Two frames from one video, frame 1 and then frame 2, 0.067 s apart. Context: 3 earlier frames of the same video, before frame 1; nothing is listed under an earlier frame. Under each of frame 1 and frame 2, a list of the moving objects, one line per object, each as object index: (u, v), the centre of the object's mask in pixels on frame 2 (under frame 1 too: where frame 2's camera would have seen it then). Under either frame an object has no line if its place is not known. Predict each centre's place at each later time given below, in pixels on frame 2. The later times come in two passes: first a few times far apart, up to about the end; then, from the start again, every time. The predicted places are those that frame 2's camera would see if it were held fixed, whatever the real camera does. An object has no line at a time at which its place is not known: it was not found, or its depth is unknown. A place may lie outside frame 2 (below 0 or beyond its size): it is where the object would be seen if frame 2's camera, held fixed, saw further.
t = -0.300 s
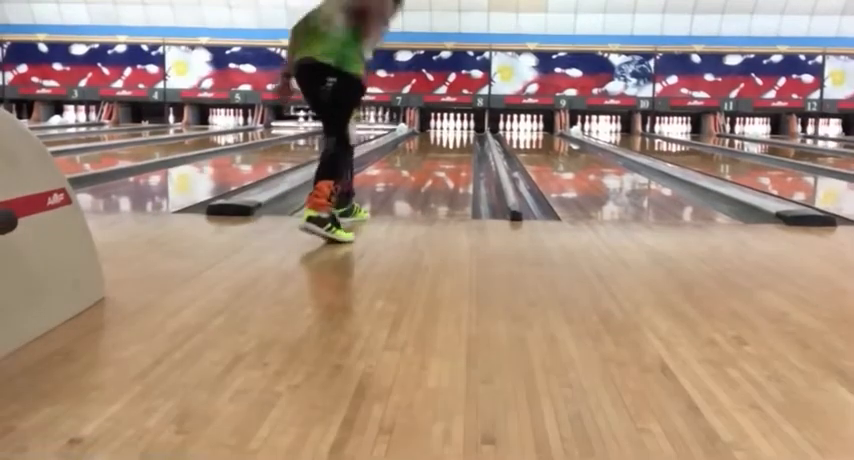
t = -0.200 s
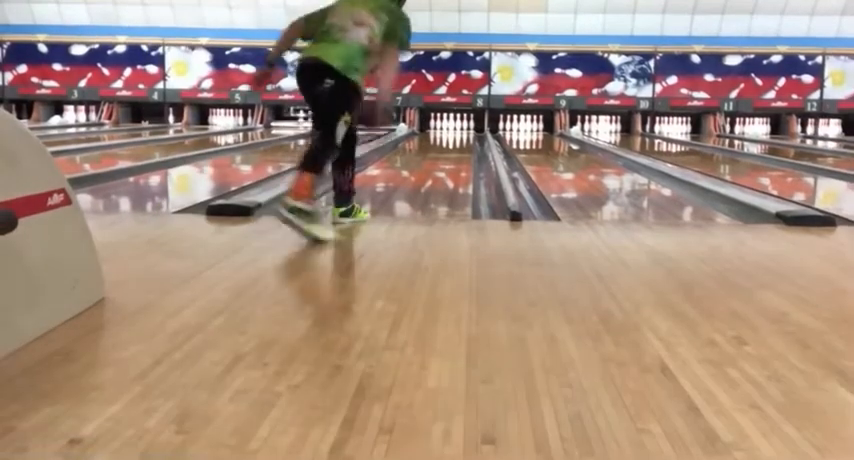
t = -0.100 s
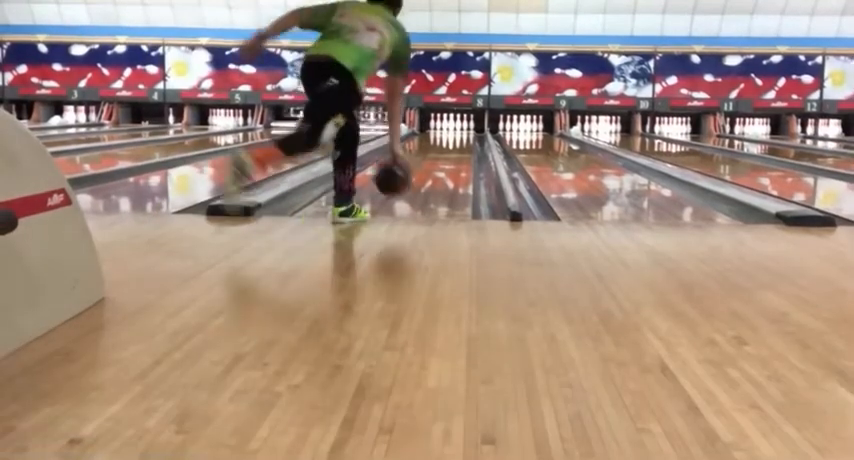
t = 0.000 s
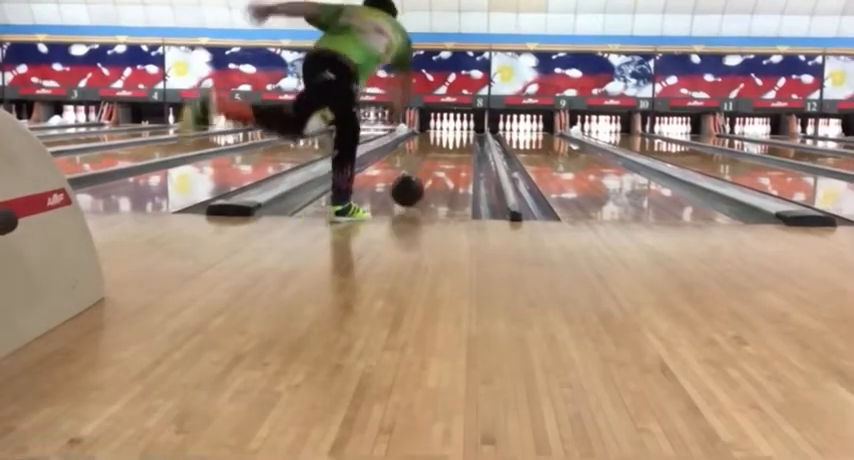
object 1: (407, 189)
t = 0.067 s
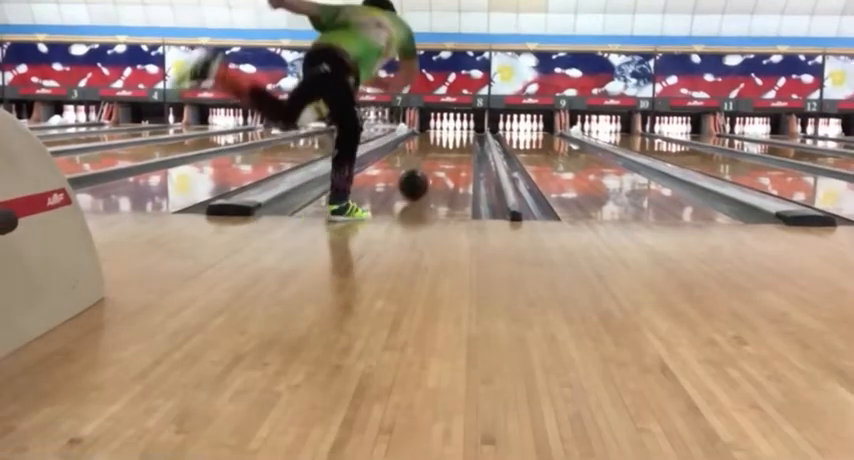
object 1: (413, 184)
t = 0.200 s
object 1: (424, 175)
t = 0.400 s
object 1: (435, 164)
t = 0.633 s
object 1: (444, 155)
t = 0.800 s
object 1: (448, 149)
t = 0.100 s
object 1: (416, 183)
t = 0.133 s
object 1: (419, 180)
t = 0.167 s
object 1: (421, 178)
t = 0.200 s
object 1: (424, 175)
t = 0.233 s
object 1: (426, 173)
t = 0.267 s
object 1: (428, 171)
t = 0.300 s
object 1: (430, 169)
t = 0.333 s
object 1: (432, 167)
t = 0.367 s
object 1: (434, 165)
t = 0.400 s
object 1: (435, 164)
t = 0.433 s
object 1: (438, 162)
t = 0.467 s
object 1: (439, 161)
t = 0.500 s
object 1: (440, 159)
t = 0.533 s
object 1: (441, 158)
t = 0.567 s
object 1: (442, 157)
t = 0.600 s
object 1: (443, 156)
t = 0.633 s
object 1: (444, 155)
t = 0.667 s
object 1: (446, 153)
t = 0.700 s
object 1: (446, 152)
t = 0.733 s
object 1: (447, 151)
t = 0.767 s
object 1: (448, 150)
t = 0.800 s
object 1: (448, 149)
